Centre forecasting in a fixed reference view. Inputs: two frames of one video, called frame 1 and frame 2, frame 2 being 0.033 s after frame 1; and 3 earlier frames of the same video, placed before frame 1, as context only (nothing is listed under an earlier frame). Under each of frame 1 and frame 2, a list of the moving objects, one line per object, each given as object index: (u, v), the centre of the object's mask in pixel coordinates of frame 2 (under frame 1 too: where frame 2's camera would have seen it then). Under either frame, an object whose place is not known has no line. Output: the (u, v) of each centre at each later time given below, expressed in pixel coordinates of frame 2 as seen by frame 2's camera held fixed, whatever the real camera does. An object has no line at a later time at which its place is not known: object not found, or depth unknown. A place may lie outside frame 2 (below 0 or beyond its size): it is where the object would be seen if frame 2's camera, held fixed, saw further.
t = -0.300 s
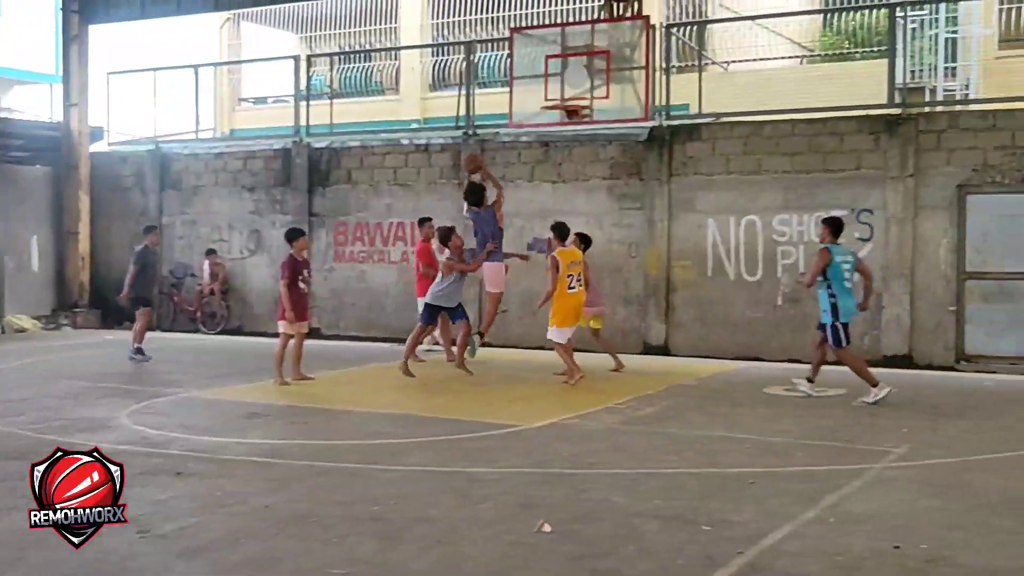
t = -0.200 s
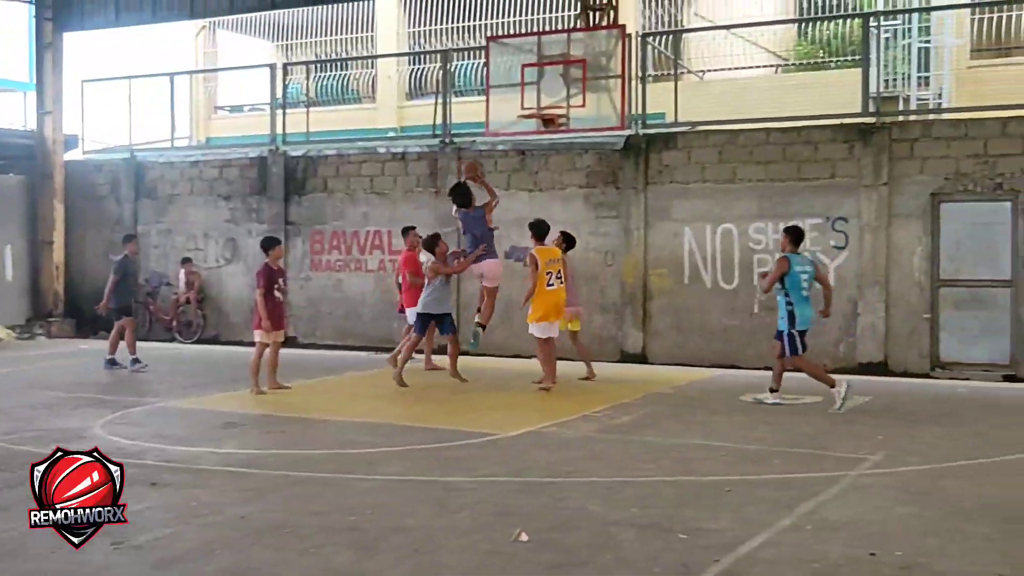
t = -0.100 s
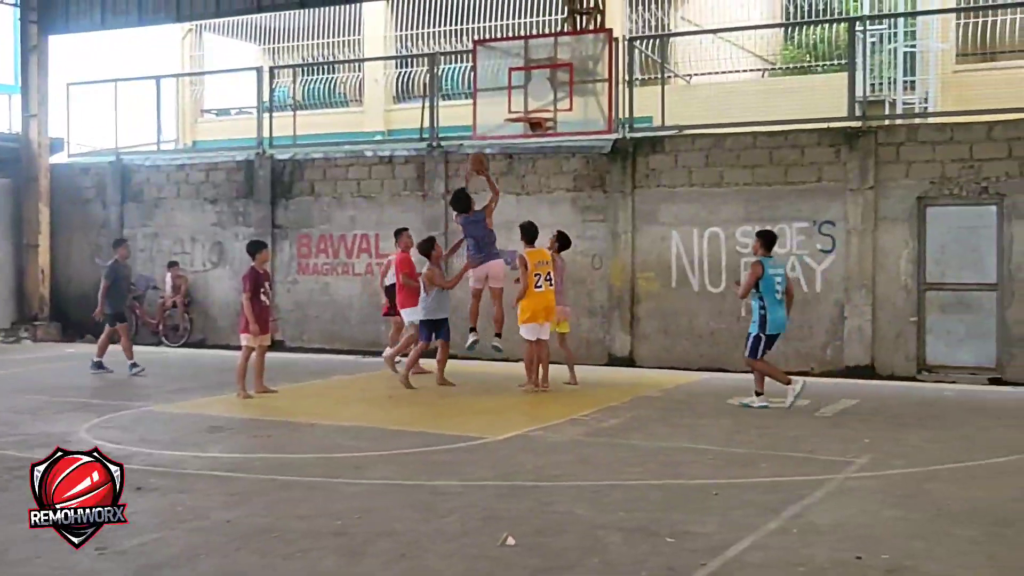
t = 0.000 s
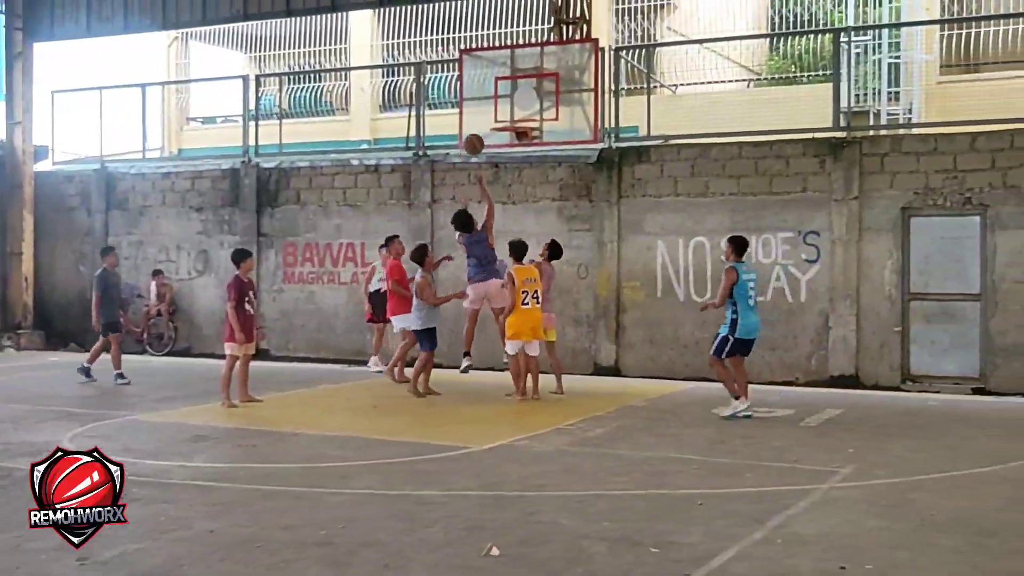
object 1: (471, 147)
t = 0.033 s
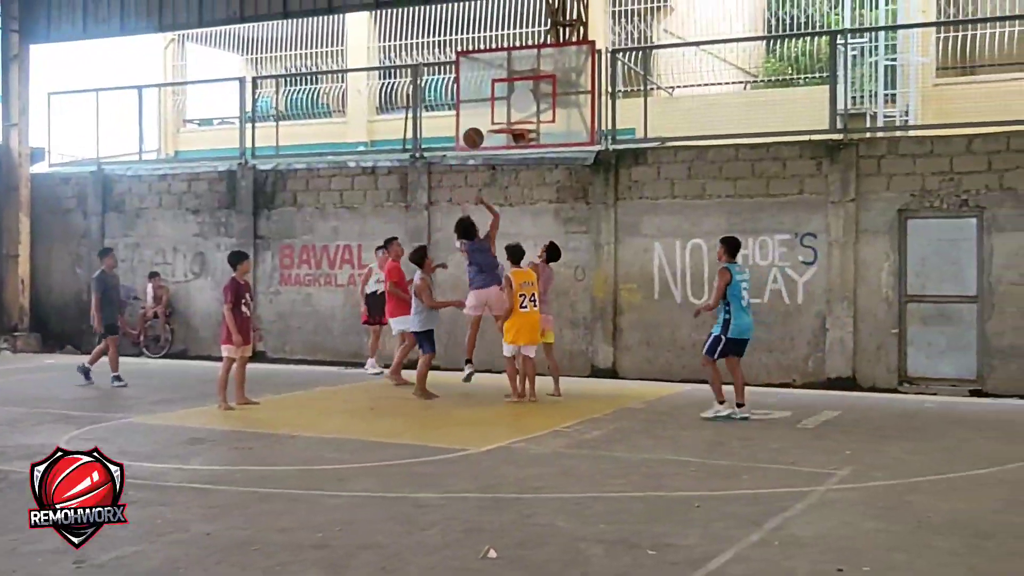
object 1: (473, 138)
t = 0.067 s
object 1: (476, 131)
